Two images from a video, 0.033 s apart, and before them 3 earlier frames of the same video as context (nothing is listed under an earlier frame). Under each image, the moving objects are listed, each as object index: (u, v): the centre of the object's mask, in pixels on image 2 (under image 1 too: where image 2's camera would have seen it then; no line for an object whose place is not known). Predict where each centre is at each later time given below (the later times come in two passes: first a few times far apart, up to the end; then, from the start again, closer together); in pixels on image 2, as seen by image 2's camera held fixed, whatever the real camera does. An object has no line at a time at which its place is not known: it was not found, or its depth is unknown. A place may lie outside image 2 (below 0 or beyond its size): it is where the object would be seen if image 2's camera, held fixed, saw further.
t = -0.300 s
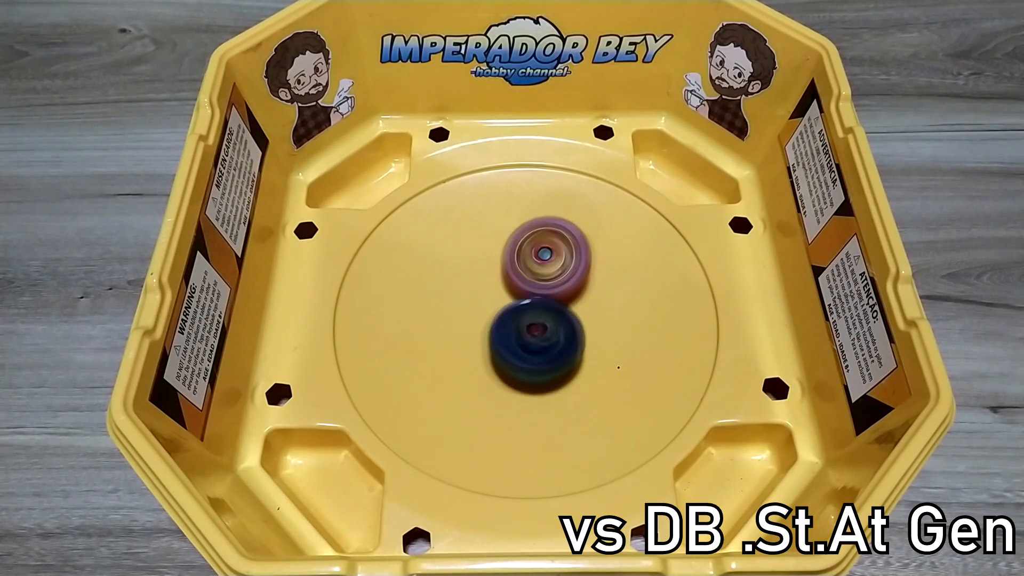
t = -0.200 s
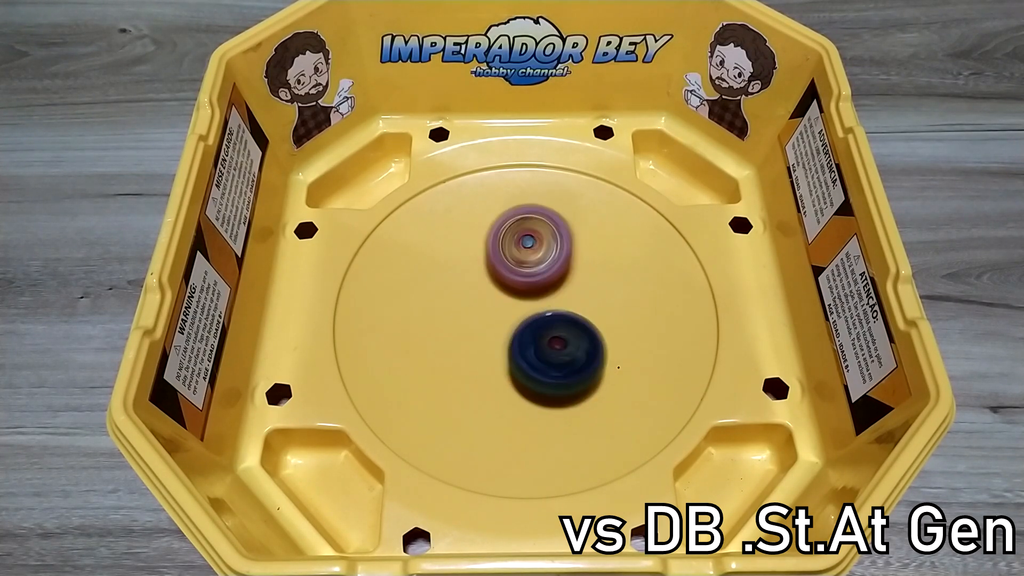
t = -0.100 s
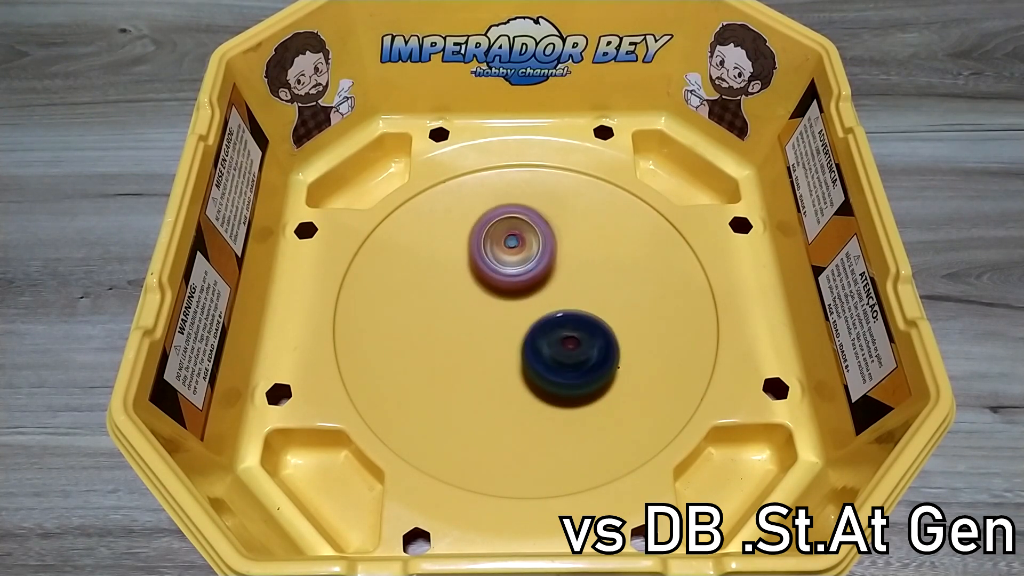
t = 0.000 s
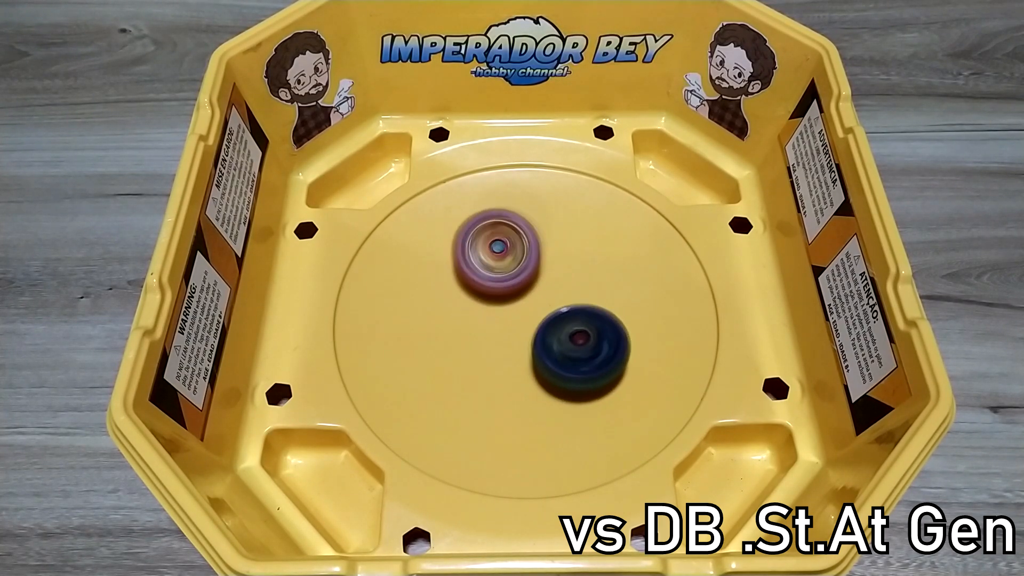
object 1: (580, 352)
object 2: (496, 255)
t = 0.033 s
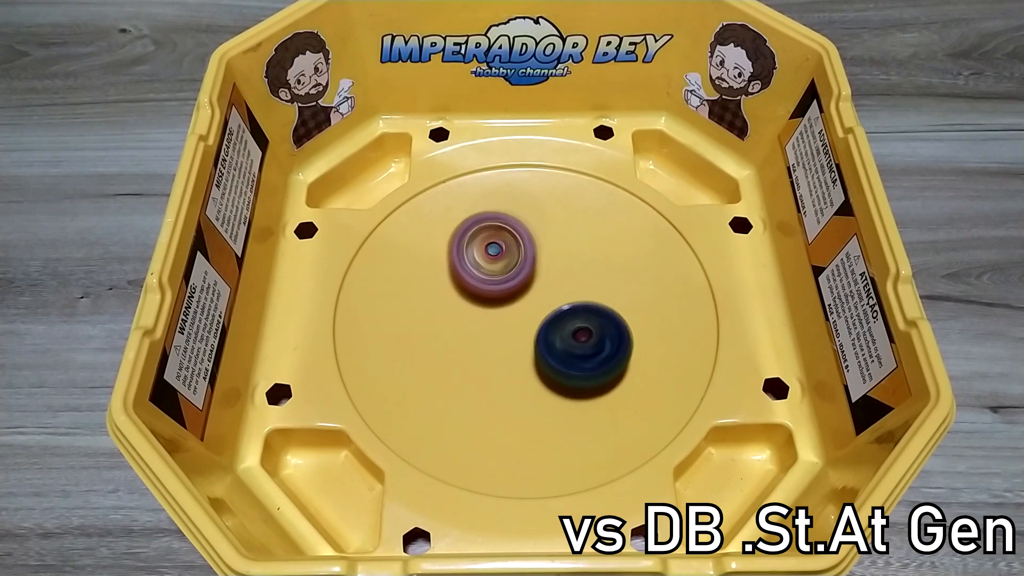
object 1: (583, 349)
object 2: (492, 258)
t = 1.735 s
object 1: (503, 342)
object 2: (563, 274)
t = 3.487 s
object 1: (475, 306)
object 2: (584, 316)
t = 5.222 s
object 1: (503, 282)
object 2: (568, 345)
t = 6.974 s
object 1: (515, 268)
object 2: (550, 361)
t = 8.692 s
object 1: (540, 283)
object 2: (511, 366)
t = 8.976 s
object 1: (501, 285)
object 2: (575, 348)
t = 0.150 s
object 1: (588, 336)
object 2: (479, 269)
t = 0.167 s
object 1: (589, 335)
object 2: (476, 272)
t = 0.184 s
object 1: (589, 332)
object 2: (475, 273)
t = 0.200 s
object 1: (589, 330)
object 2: (473, 276)
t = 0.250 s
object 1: (588, 322)
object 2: (469, 283)
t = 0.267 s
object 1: (587, 321)
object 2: (467, 286)
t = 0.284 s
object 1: (587, 317)
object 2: (467, 288)
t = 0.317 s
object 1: (586, 313)
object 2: (465, 293)
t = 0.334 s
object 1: (585, 311)
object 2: (464, 297)
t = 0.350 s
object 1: (584, 308)
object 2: (464, 299)
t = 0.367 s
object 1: (583, 306)
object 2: (464, 302)
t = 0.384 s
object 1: (582, 303)
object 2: (464, 304)
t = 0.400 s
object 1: (580, 302)
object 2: (464, 307)
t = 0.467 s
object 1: (574, 294)
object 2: (465, 319)
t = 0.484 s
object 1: (572, 292)
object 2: (466, 321)
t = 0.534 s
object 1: (566, 288)
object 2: (469, 329)
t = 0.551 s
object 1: (563, 286)
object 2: (470, 332)
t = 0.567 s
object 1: (560, 285)
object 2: (472, 334)
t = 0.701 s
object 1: (538, 277)
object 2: (489, 352)
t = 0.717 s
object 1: (535, 275)
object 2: (491, 354)
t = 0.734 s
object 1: (532, 275)
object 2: (494, 356)
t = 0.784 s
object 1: (524, 272)
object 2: (501, 359)
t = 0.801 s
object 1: (521, 272)
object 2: (505, 360)
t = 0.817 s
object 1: (518, 271)
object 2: (507, 361)
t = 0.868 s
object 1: (510, 272)
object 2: (517, 364)
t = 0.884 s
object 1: (508, 271)
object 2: (519, 364)
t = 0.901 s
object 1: (505, 272)
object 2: (523, 365)
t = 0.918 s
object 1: (503, 272)
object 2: (526, 365)
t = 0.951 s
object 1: (498, 272)
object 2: (532, 365)
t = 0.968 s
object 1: (495, 273)
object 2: (535, 365)
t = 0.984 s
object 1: (493, 273)
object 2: (538, 364)
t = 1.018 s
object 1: (489, 275)
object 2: (544, 363)
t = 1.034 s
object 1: (486, 276)
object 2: (547, 363)
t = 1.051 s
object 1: (485, 277)
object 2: (550, 361)
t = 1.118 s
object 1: (478, 284)
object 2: (560, 357)
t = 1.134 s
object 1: (476, 286)
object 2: (563, 355)
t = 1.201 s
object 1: (471, 294)
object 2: (571, 348)
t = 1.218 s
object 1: (470, 295)
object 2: (573, 346)
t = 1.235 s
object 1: (469, 298)
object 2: (574, 344)
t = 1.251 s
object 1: (468, 299)
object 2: (576, 341)
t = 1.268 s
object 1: (468, 301)
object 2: (577, 340)
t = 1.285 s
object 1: (467, 303)
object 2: (579, 337)
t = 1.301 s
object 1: (467, 305)
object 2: (579, 336)
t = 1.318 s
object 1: (467, 307)
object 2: (580, 332)
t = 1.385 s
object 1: (468, 314)
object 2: (583, 323)
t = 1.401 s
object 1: (468, 316)
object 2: (584, 321)
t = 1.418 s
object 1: (469, 318)
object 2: (583, 318)
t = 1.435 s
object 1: (470, 320)
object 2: (584, 316)
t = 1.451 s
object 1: (470, 321)
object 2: (584, 313)
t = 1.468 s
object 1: (471, 323)
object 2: (583, 310)
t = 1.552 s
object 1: (478, 330)
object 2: (579, 297)
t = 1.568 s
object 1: (480, 331)
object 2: (579, 296)
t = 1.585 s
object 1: (481, 332)
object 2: (577, 293)
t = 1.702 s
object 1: (498, 341)
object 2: (567, 278)
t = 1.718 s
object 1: (500, 342)
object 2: (565, 276)
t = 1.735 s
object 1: (503, 342)
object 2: (563, 274)
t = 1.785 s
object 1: (512, 343)
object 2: (556, 268)
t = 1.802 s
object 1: (516, 344)
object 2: (554, 266)
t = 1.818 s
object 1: (518, 344)
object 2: (550, 264)
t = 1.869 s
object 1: (528, 347)
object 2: (542, 261)
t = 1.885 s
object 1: (530, 348)
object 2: (539, 260)
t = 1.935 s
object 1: (538, 348)
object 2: (530, 259)
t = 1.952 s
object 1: (540, 348)
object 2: (528, 258)
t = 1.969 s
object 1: (542, 348)
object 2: (525, 259)
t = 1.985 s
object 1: (544, 347)
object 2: (521, 258)
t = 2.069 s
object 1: (555, 342)
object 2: (507, 260)
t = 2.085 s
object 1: (557, 341)
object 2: (505, 261)
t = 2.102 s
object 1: (558, 340)
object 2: (502, 262)
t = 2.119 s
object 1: (560, 338)
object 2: (499, 262)
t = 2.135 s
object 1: (562, 337)
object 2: (496, 263)
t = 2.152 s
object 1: (563, 335)
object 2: (494, 264)
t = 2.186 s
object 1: (566, 332)
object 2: (489, 267)
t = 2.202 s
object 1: (567, 331)
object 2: (487, 268)
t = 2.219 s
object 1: (568, 328)
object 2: (485, 269)
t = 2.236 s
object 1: (568, 327)
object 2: (482, 271)
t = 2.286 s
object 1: (569, 320)
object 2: (477, 277)
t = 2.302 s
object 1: (570, 318)
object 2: (474, 279)
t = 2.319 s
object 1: (569, 316)
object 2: (473, 281)
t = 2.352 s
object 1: (569, 311)
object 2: (470, 285)
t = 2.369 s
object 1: (569, 309)
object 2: (468, 288)
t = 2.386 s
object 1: (568, 307)
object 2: (468, 290)
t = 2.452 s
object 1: (564, 298)
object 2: (465, 299)
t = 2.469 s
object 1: (564, 296)
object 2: (464, 303)
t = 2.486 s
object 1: (563, 294)
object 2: (464, 305)
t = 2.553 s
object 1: (559, 287)
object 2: (464, 316)
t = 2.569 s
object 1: (558, 285)
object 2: (465, 319)
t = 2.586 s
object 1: (557, 284)
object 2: (465, 322)
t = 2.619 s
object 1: (554, 281)
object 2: (467, 327)
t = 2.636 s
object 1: (552, 280)
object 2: (468, 330)
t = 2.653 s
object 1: (550, 278)
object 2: (469, 332)
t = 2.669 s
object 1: (549, 278)
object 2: (471, 335)
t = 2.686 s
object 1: (547, 276)
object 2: (472, 336)
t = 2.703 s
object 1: (545, 276)
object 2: (474, 339)
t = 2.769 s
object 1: (538, 273)
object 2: (482, 348)
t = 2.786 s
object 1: (536, 273)
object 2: (484, 349)
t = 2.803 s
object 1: (534, 273)
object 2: (486, 351)
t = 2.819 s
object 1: (532, 272)
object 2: (489, 352)
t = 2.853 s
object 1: (528, 272)
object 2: (494, 355)
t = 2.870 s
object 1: (525, 273)
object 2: (497, 357)
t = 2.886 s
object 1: (523, 272)
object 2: (500, 357)
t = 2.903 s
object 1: (521, 273)
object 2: (503, 359)
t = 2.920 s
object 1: (519, 273)
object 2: (506, 359)
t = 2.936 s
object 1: (517, 273)
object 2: (510, 361)
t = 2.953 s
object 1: (516, 273)
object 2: (513, 361)
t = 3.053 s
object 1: (503, 279)
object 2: (532, 361)
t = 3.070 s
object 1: (501, 282)
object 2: (535, 362)
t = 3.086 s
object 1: (498, 281)
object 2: (539, 361)
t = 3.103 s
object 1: (495, 282)
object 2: (542, 362)
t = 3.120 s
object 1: (493, 282)
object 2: (547, 361)
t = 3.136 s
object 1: (491, 282)
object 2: (550, 361)
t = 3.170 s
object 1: (487, 283)
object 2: (556, 359)
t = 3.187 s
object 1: (485, 280)
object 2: (559, 357)
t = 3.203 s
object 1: (484, 284)
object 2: (561, 356)
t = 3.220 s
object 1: (483, 285)
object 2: (564, 353)
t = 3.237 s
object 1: (481, 286)
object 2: (566, 353)
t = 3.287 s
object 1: (478, 290)
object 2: (573, 346)
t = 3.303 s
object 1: (477, 291)
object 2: (574, 345)
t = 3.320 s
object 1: (476, 292)
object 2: (576, 341)
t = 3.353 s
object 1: (475, 294)
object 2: (579, 337)
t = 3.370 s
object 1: (474, 296)
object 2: (580, 335)
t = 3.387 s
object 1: (474, 297)
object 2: (581, 332)
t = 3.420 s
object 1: (474, 300)
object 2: (583, 327)
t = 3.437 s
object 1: (474, 302)
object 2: (583, 325)
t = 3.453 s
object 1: (474, 303)
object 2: (584, 321)
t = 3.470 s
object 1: (475, 305)
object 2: (584, 320)
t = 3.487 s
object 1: (475, 306)
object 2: (584, 316)
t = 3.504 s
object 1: (476, 308)
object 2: (584, 314)
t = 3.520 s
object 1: (477, 309)
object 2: (584, 310)
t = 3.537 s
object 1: (478, 311)
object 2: (584, 309)
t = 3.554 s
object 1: (479, 313)
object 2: (583, 305)
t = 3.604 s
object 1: (483, 317)
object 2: (581, 298)
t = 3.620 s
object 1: (484, 318)
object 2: (580, 294)
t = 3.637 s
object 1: (486, 320)
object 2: (579, 293)
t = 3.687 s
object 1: (491, 324)
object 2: (575, 285)
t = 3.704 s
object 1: (493, 325)
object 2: (574, 283)
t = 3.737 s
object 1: (495, 330)
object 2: (571, 278)
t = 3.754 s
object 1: (495, 332)
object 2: (569, 274)
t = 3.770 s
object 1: (496, 335)
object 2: (568, 274)
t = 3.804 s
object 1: (497, 338)
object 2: (563, 270)
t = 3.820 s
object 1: (498, 340)
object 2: (560, 267)
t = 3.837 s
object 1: (499, 341)
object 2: (558, 266)
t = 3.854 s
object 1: (501, 342)
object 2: (556, 265)
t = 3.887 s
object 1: (504, 344)
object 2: (550, 262)
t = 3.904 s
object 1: (506, 345)
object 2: (548, 262)
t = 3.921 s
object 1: (508, 346)
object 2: (545, 261)
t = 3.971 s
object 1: (515, 349)
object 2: (536, 259)
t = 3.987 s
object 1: (517, 350)
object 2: (532, 258)
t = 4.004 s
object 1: (518, 351)
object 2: (530, 259)
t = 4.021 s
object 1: (521, 351)
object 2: (526, 259)
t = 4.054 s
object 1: (525, 350)
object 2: (519, 259)
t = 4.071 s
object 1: (527, 351)
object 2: (517, 260)
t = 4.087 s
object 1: (529, 351)
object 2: (513, 260)
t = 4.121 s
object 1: (533, 350)
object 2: (507, 261)
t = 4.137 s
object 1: (534, 350)
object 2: (504, 262)
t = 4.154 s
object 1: (537, 348)
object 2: (501, 263)
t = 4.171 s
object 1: (538, 348)
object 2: (498, 265)
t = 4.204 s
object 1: (542, 346)
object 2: (492, 268)
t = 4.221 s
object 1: (544, 345)
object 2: (489, 269)
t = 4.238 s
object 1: (545, 344)
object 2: (486, 271)
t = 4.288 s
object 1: (549, 339)
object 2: (479, 276)
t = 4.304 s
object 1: (550, 338)
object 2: (477, 279)
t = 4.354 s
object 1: (553, 332)
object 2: (471, 286)
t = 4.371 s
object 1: (554, 330)
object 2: (469, 289)
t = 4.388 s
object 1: (554, 328)
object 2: (468, 291)
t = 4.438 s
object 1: (556, 322)
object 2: (464, 299)
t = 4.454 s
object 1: (556, 320)
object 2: (464, 301)
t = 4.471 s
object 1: (556, 318)
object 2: (463, 305)
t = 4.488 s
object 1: (558, 315)
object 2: (462, 307)
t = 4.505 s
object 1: (559, 313)
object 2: (462, 311)
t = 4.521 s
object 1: (559, 311)
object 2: (461, 313)
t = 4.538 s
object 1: (560, 309)
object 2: (461, 317)
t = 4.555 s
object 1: (560, 307)
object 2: (461, 319)
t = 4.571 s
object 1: (560, 305)
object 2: (461, 322)
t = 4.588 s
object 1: (560, 303)
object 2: (462, 325)
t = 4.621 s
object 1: (559, 299)
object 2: (464, 330)
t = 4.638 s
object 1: (558, 298)
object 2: (465, 333)
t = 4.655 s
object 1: (558, 296)
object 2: (466, 335)
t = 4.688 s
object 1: (556, 292)
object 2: (469, 340)
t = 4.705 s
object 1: (556, 291)
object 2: (471, 343)
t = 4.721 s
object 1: (554, 289)
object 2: (473, 345)
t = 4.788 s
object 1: (549, 283)
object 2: (483, 353)
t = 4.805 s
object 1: (548, 282)
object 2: (485, 355)
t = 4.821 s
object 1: (546, 281)
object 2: (489, 356)
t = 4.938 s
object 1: (535, 275)
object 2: (512, 362)
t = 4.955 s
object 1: (533, 274)
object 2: (516, 362)
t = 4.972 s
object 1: (531, 274)
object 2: (519, 363)
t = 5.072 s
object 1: (519, 274)
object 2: (540, 361)
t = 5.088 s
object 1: (517, 274)
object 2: (545, 358)
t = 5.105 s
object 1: (515, 275)
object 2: (547, 358)
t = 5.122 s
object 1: (513, 276)
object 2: (551, 357)
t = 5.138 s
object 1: (512, 276)
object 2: (553, 356)
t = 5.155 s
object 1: (510, 277)
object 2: (557, 353)
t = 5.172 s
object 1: (508, 278)
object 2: (559, 352)
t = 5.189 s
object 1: (506, 279)
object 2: (563, 350)
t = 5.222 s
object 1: (503, 282)
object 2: (568, 345)
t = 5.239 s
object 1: (502, 282)
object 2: (570, 345)
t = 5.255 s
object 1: (501, 284)
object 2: (572, 342)
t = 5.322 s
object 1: (496, 291)
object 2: (580, 331)
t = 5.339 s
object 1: (495, 293)
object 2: (580, 330)
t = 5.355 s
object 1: (495, 294)
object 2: (583, 326)
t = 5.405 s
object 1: (492, 300)
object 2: (585, 319)
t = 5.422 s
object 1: (491, 302)
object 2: (586, 315)
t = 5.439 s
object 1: (490, 304)
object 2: (586, 312)
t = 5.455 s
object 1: (489, 305)
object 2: (587, 309)
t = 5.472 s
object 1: (489, 308)
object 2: (587, 307)
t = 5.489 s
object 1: (488, 309)
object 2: (587, 303)
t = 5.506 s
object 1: (488, 311)
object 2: (586, 301)
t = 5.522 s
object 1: (488, 313)
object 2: (585, 298)
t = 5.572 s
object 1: (489, 319)
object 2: (582, 290)
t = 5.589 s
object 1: (489, 321)
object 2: (581, 287)
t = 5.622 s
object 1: (489, 326)
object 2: (578, 282)
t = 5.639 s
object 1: (490, 328)
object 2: (577, 281)
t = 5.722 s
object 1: (495, 336)
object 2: (565, 270)
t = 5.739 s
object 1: (497, 338)
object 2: (564, 269)
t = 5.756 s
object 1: (498, 340)
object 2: (560, 267)
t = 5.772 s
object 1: (499, 341)
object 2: (558, 266)
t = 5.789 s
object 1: (501, 342)
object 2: (554, 265)
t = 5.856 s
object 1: (509, 346)
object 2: (542, 260)
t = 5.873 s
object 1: (511, 347)
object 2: (540, 260)
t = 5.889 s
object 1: (514, 347)
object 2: (536, 260)
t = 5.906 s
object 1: (515, 348)
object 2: (534, 259)
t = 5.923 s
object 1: (518, 348)
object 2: (529, 259)
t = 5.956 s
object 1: (523, 348)
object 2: (522, 259)
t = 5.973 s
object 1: (525, 348)
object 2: (520, 259)
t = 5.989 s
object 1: (528, 347)
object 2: (515, 259)
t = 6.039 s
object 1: (534, 346)
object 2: (506, 262)
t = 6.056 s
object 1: (537, 344)
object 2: (501, 263)
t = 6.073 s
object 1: (539, 344)
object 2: (499, 264)
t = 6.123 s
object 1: (545, 341)
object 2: (489, 268)
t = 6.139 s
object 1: (547, 340)
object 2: (487, 270)
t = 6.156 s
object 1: (549, 338)
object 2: (484, 273)
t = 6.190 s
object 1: (552, 335)
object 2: (479, 277)
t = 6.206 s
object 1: (553, 334)
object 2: (477, 279)
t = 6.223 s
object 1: (555, 332)
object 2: (475, 281)
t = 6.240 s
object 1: (556, 330)
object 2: (473, 284)
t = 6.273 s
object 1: (559, 327)
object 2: (470, 289)
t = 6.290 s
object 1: (559, 325)
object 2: (467, 292)
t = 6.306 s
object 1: (560, 323)
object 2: (466, 294)
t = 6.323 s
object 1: (561, 321)
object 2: (465, 297)
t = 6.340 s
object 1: (561, 319)
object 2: (464, 300)
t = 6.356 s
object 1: (562, 317)
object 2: (463, 302)
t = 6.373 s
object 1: (562, 315)
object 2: (463, 305)
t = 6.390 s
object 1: (562, 313)
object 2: (462, 309)
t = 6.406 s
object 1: (562, 312)
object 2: (462, 312)
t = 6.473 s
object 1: (561, 303)
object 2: (462, 323)
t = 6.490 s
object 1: (561, 301)
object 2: (464, 325)
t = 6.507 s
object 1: (560, 300)
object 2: (464, 328)
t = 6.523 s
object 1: (559, 298)
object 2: (465, 331)
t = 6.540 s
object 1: (559, 296)
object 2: (466, 334)
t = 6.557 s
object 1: (557, 294)
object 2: (468, 337)
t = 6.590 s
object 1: (555, 291)
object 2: (472, 342)
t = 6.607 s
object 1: (554, 290)
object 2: (473, 343)
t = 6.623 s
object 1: (553, 288)
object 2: (476, 346)
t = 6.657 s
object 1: (550, 285)
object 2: (481, 350)
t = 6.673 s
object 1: (549, 285)
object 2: (482, 352)
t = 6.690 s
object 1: (547, 283)
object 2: (487, 354)
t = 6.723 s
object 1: (545, 281)
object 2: (493, 356)
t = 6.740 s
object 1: (544, 280)
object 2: (495, 357)
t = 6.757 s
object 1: (542, 279)
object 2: (500, 358)
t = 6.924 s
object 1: (521, 274)
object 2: (539, 360)
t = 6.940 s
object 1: (519, 272)
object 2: (541, 361)
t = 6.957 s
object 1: (516, 270)
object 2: (548, 361)
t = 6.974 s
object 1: (515, 268)
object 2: (550, 361)
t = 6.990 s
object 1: (512, 266)
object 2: (556, 359)
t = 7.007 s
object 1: (511, 265)
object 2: (558, 358)
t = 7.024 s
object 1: (508, 260)
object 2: (562, 357)
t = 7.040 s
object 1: (507, 262)
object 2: (564, 356)
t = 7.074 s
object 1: (504, 261)
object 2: (570, 352)
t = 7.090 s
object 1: (502, 261)
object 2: (575, 349)
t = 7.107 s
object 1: (501, 261)
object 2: (576, 348)
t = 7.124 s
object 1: (499, 262)
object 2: (579, 345)
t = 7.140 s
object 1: (498, 265)
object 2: (581, 344)
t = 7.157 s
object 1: (495, 263)
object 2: (583, 341)
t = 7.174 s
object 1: (494, 266)
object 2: (584, 338)
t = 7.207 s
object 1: (492, 268)
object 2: (588, 333)
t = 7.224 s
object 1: (490, 269)
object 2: (589, 331)
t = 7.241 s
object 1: (489, 270)
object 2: (591, 327)
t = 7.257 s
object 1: (487, 272)
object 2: (591, 325)
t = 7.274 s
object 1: (486, 273)
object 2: (591, 322)
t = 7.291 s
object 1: (485, 275)
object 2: (593, 319)
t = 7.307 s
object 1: (485, 276)
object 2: (593, 317)
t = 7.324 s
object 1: (484, 278)
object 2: (593, 314)
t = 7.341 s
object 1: (483, 279)
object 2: (593, 311)
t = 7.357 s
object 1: (482, 281)
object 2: (592, 308)
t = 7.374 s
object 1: (482, 283)
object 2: (591, 305)
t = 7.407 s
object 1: (482, 287)
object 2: (590, 300)
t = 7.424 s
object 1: (483, 289)
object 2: (588, 296)
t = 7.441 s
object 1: (483, 292)
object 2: (587, 294)
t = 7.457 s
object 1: (484, 294)
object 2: (585, 291)
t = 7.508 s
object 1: (486, 301)
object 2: (580, 283)
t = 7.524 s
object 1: (488, 303)
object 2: (577, 281)
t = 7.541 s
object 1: (488, 306)
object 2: (576, 279)
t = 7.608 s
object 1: (487, 319)
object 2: (568, 269)
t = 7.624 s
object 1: (488, 321)
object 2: (564, 266)
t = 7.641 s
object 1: (488, 323)
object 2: (562, 265)
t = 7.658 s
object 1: (490, 325)
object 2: (558, 264)
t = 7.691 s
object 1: (492, 330)
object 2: (552, 260)
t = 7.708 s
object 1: (493, 332)
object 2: (550, 259)
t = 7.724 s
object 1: (496, 334)
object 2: (545, 258)
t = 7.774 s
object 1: (502, 339)
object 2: (536, 256)
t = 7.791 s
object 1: (505, 341)
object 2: (530, 255)
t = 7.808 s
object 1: (506, 342)
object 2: (529, 255)
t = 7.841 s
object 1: (511, 344)
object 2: (521, 255)
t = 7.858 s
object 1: (515, 346)
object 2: (516, 256)
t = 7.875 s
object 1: (517, 346)
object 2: (515, 256)
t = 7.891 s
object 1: (521, 347)
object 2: (508, 257)
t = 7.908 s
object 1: (522, 347)
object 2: (507, 257)
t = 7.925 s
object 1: (526, 348)
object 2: (501, 259)
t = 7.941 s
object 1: (528, 348)
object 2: (500, 259)
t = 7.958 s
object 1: (532, 348)
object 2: (495, 262)
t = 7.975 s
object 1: (534, 348)
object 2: (493, 262)
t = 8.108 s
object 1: (555, 341)
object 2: (470, 279)
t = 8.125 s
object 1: (557, 340)
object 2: (467, 282)
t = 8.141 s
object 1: (559, 338)
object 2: (466, 284)
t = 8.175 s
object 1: (563, 334)
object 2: (463, 289)
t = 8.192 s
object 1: (564, 332)
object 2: (461, 293)
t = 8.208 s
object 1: (566, 330)
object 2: (460, 295)
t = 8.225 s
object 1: (567, 328)
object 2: (459, 299)
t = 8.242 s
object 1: (568, 327)
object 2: (458, 301)
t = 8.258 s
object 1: (569, 325)
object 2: (457, 305)
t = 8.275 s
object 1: (570, 323)
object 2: (457, 307)
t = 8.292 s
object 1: (570, 320)
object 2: (456, 311)
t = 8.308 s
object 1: (571, 318)
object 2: (457, 313)
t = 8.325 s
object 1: (571, 317)
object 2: (457, 318)
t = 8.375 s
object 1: (570, 311)
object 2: (459, 326)
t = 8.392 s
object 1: (569, 308)
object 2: (460, 330)
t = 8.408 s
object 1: (569, 306)
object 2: (461, 332)
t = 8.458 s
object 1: (566, 301)
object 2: (467, 342)
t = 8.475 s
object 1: (565, 299)
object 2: (468, 344)
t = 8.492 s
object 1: (564, 297)
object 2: (471, 347)
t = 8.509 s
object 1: (563, 296)
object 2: (472, 348)
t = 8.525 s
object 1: (561, 294)
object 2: (477, 351)
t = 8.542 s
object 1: (559, 292)
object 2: (478, 353)
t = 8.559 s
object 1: (557, 291)
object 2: (483, 356)
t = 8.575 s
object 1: (556, 290)
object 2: (484, 357)
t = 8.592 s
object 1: (553, 288)
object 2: (489, 359)
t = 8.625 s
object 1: (549, 286)
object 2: (496, 363)
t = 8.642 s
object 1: (548, 285)
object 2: (498, 363)
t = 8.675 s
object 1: (543, 283)
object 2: (505, 365)
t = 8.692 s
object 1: (540, 283)
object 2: (511, 366)
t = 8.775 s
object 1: (528, 280)
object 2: (530, 366)
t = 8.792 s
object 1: (524, 279)
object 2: (536, 367)
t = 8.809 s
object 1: (522, 279)
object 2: (539, 366)
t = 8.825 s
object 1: (520, 279)
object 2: (544, 366)
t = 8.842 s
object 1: (518, 279)
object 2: (547, 364)
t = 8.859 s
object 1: (516, 279)
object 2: (552, 364)
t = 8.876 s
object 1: (514, 279)
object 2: (555, 361)
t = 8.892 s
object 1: (511, 280)
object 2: (560, 360)
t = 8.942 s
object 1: (506, 283)
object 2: (569, 353)
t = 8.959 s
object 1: (502, 284)
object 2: (572, 351)
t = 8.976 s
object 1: (501, 285)
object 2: (575, 348)
